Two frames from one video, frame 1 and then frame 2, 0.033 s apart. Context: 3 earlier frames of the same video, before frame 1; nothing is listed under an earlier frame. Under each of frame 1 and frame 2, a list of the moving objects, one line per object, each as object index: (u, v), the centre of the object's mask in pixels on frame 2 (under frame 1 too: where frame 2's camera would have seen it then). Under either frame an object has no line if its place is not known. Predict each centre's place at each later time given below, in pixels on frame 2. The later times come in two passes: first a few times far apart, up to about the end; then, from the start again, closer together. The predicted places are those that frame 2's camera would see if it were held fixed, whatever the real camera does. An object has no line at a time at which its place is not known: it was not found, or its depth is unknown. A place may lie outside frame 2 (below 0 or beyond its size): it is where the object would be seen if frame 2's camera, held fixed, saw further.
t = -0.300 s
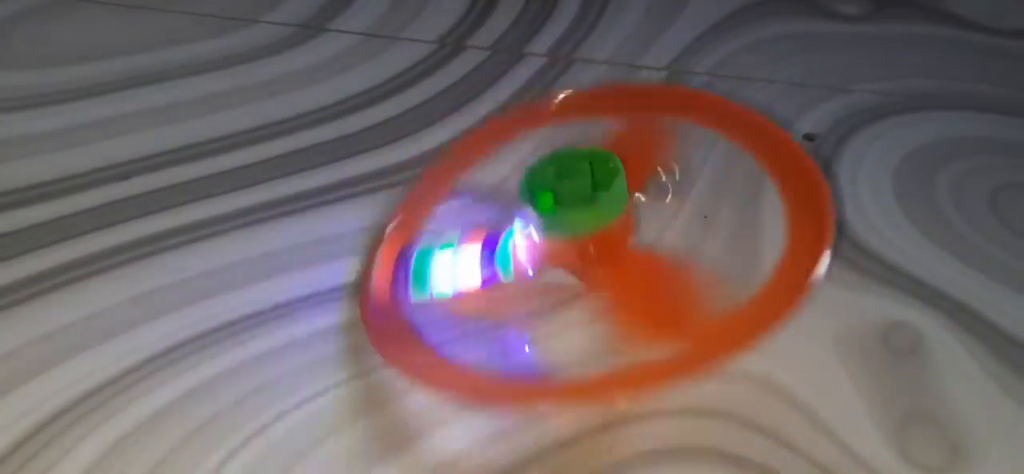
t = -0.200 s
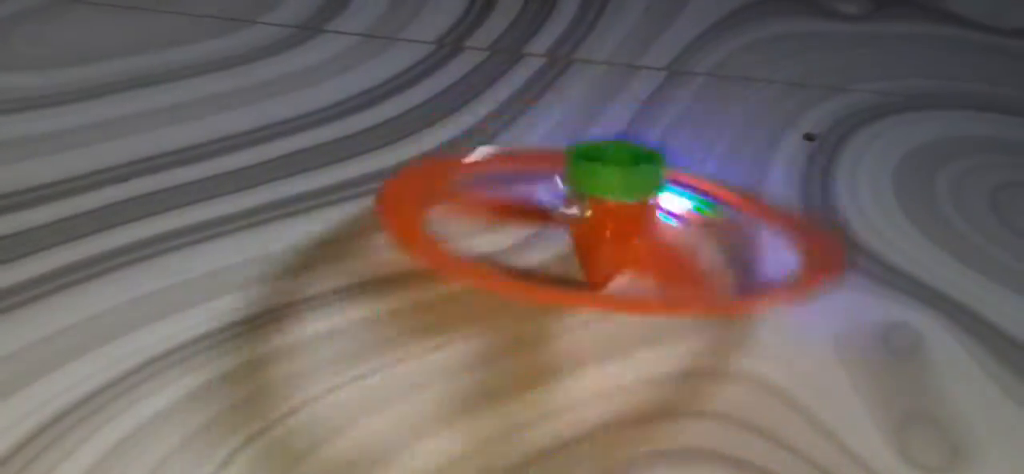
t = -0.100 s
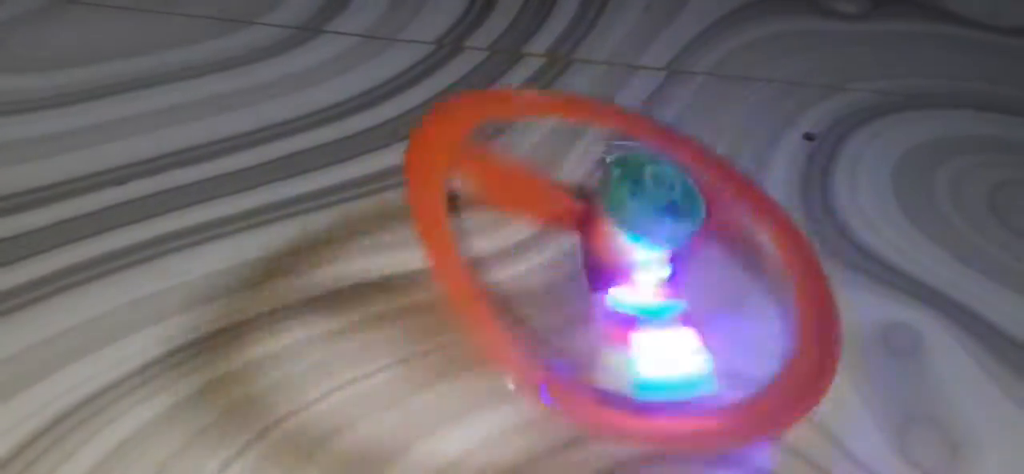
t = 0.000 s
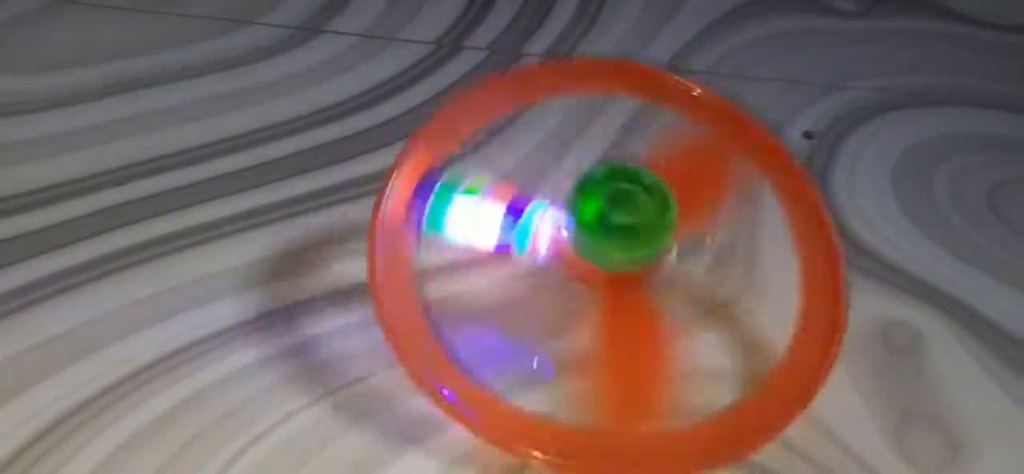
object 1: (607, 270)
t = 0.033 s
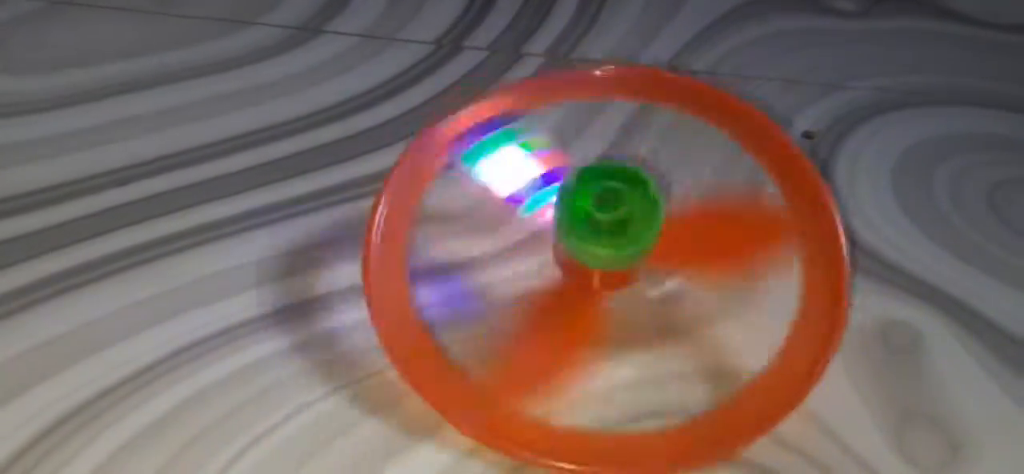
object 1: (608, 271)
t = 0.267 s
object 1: (593, 258)
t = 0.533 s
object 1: (595, 238)
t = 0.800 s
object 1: (630, 253)
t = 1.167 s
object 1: (631, 252)
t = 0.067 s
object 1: (604, 271)
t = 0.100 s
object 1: (600, 268)
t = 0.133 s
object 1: (600, 265)
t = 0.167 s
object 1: (601, 265)
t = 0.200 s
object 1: (599, 266)
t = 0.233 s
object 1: (594, 263)
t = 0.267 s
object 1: (593, 258)
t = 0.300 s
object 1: (595, 252)
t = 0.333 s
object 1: (599, 248)
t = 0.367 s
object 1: (604, 244)
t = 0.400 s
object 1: (611, 253)
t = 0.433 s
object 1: (607, 258)
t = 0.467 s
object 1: (586, 253)
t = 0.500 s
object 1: (589, 241)
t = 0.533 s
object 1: (595, 238)
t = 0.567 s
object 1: (584, 233)
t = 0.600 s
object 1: (604, 242)
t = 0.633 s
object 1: (615, 243)
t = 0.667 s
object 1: (608, 242)
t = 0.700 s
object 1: (621, 246)
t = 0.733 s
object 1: (618, 242)
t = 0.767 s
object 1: (623, 244)
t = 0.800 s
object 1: (630, 253)
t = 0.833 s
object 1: (627, 250)
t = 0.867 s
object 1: (623, 243)
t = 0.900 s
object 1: (622, 237)
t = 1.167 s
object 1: (631, 252)
